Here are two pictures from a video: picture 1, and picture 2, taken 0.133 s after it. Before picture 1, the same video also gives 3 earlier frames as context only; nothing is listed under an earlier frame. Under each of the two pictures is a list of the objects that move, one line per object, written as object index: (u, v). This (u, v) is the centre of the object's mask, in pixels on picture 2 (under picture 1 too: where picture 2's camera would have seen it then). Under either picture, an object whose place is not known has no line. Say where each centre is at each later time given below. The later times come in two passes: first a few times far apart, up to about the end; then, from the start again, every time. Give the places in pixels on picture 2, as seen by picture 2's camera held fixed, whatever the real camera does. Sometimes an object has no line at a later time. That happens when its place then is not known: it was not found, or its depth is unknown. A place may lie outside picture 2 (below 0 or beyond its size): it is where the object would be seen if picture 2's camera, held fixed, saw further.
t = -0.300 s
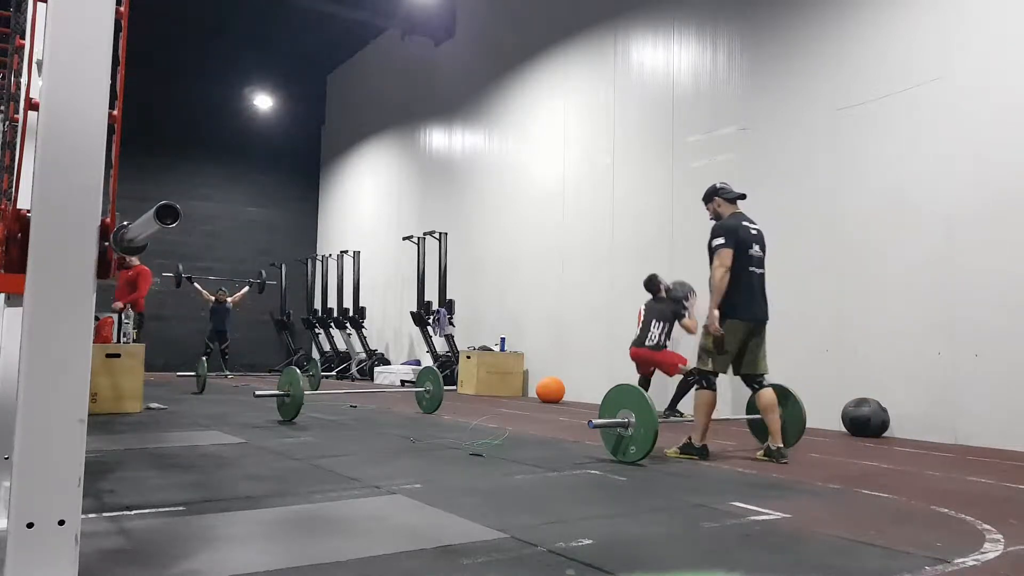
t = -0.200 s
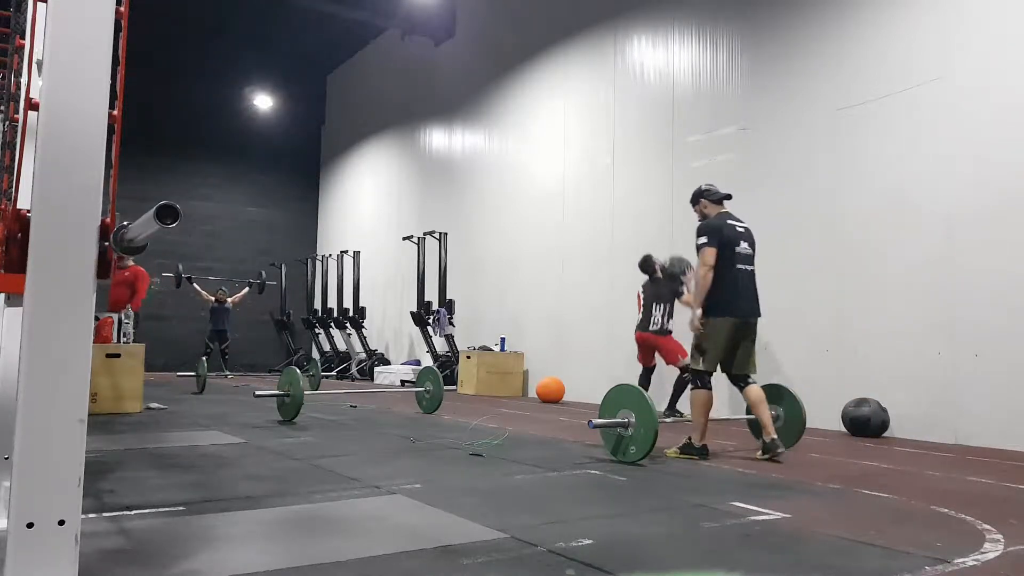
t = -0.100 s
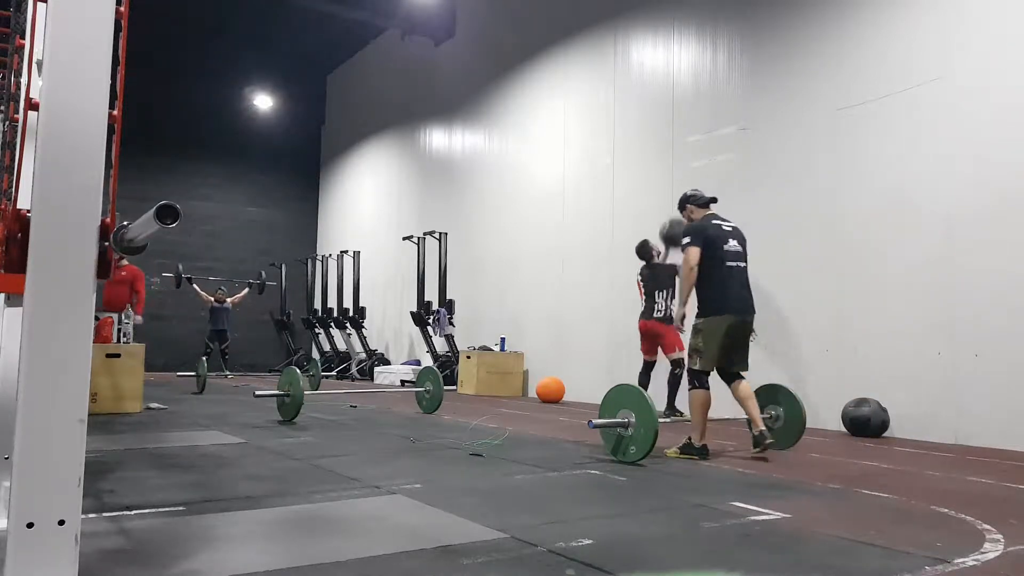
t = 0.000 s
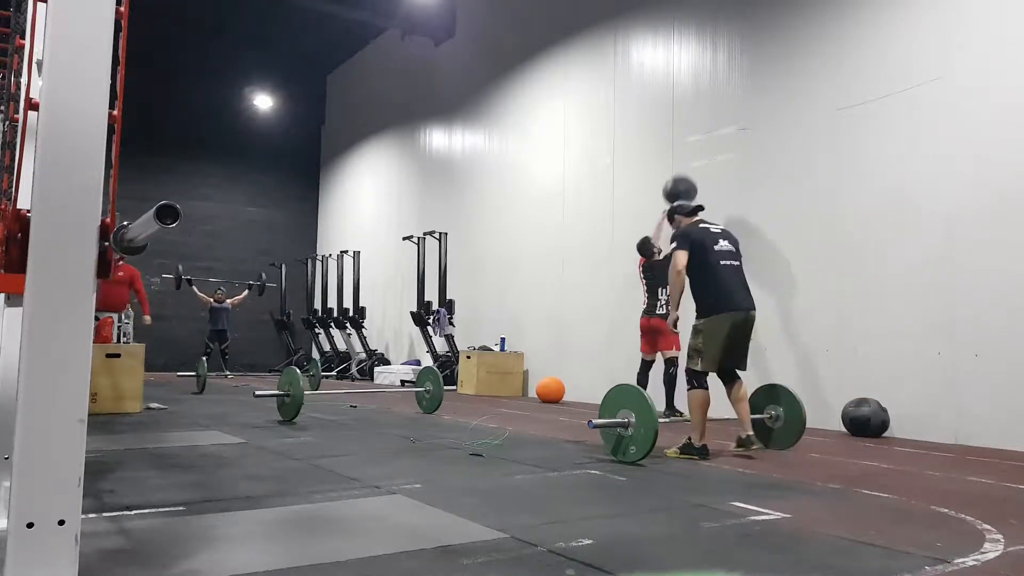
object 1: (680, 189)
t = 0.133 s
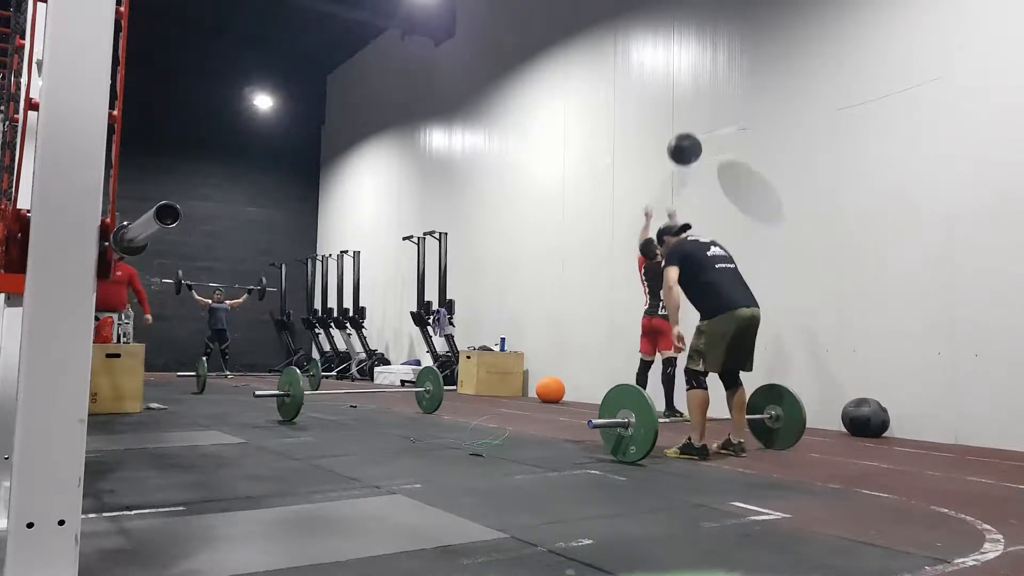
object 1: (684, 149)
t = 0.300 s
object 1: (690, 119)
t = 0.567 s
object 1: (697, 120)
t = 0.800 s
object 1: (693, 165)
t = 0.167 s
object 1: (686, 141)
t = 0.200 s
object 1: (687, 134)
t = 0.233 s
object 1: (688, 128)
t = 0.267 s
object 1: (689, 123)
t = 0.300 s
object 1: (690, 119)
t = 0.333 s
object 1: (691, 116)
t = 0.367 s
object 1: (692, 113)
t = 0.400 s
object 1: (694, 112)
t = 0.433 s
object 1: (695, 112)
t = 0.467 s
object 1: (696, 113)
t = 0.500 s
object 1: (697, 115)
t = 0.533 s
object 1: (697, 117)
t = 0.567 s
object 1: (697, 120)
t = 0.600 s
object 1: (696, 123)
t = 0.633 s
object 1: (696, 127)
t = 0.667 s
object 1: (695, 133)
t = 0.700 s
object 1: (695, 139)
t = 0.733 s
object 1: (694, 147)
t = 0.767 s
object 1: (694, 155)
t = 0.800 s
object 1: (693, 165)
